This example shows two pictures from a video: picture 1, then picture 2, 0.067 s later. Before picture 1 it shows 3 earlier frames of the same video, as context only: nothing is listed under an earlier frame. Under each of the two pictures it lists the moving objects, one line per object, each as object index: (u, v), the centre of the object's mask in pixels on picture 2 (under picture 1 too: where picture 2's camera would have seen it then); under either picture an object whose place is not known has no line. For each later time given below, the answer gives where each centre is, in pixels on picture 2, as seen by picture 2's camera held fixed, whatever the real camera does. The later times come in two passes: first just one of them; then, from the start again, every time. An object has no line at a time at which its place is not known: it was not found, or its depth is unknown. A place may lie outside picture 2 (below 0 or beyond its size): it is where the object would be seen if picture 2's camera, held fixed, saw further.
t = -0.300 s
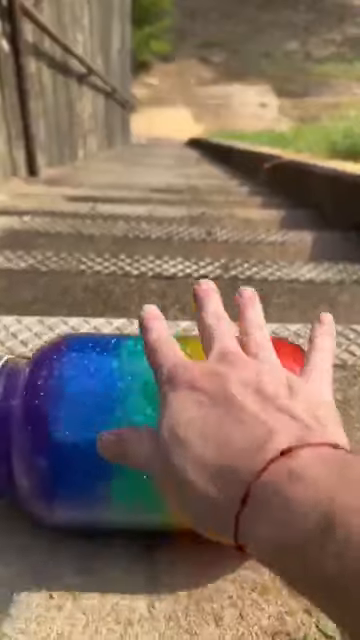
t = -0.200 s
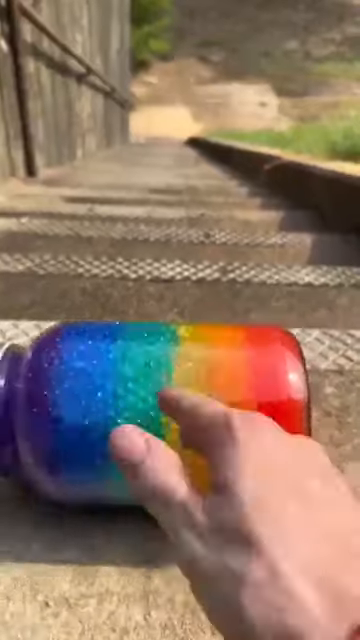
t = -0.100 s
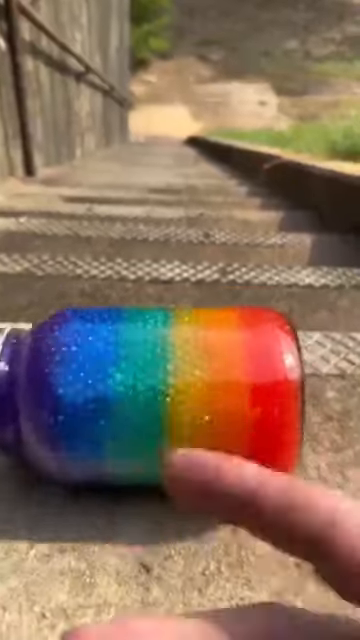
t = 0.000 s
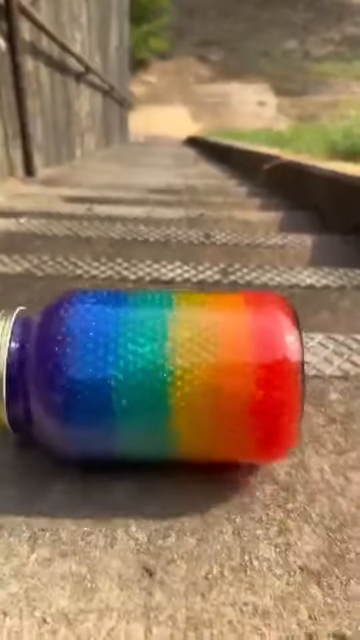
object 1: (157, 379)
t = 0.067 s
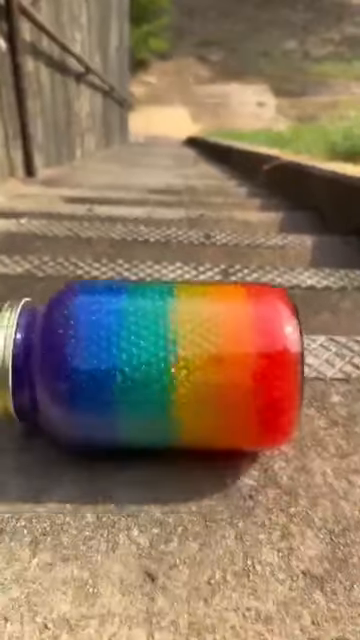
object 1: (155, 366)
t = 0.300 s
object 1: (155, 320)
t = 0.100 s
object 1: (155, 359)
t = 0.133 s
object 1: (154, 353)
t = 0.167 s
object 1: (153, 346)
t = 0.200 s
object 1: (155, 340)
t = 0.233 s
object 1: (155, 333)
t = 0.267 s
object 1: (155, 327)
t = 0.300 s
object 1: (155, 320)
